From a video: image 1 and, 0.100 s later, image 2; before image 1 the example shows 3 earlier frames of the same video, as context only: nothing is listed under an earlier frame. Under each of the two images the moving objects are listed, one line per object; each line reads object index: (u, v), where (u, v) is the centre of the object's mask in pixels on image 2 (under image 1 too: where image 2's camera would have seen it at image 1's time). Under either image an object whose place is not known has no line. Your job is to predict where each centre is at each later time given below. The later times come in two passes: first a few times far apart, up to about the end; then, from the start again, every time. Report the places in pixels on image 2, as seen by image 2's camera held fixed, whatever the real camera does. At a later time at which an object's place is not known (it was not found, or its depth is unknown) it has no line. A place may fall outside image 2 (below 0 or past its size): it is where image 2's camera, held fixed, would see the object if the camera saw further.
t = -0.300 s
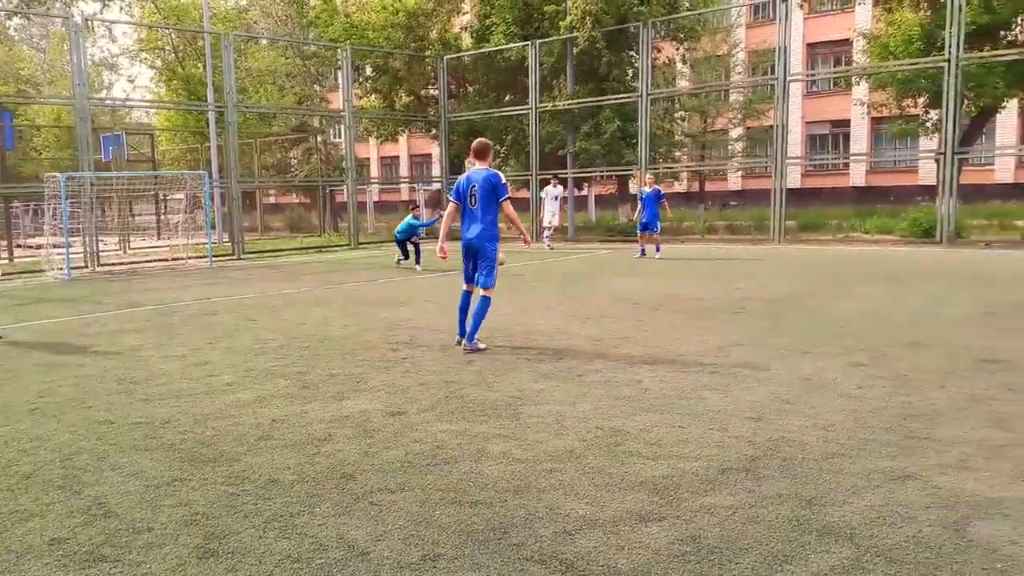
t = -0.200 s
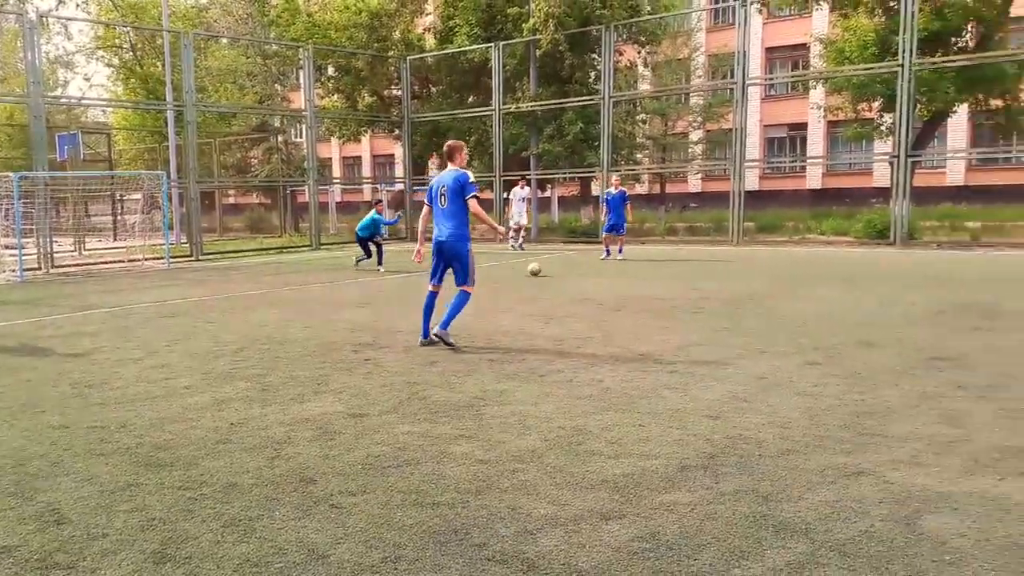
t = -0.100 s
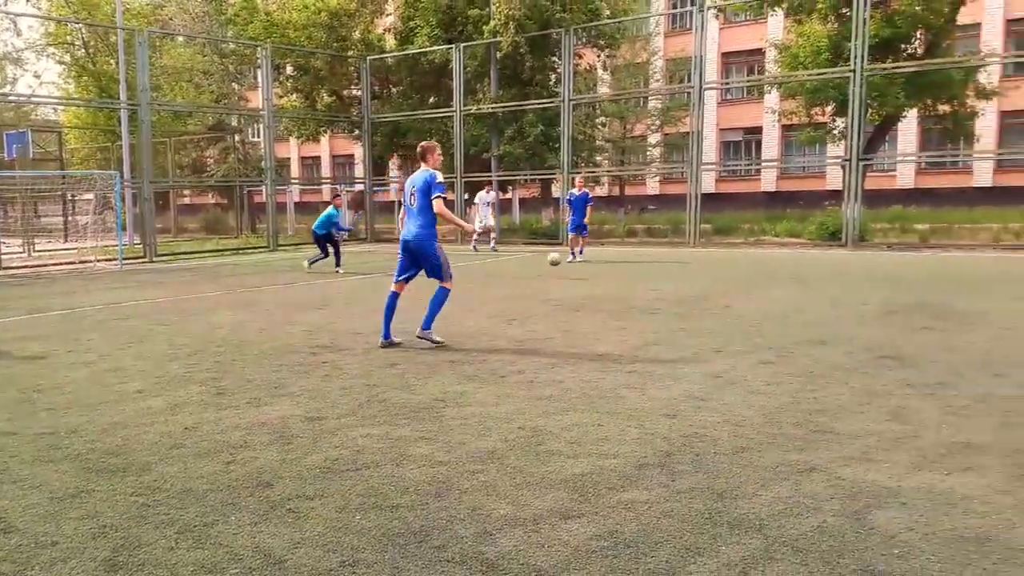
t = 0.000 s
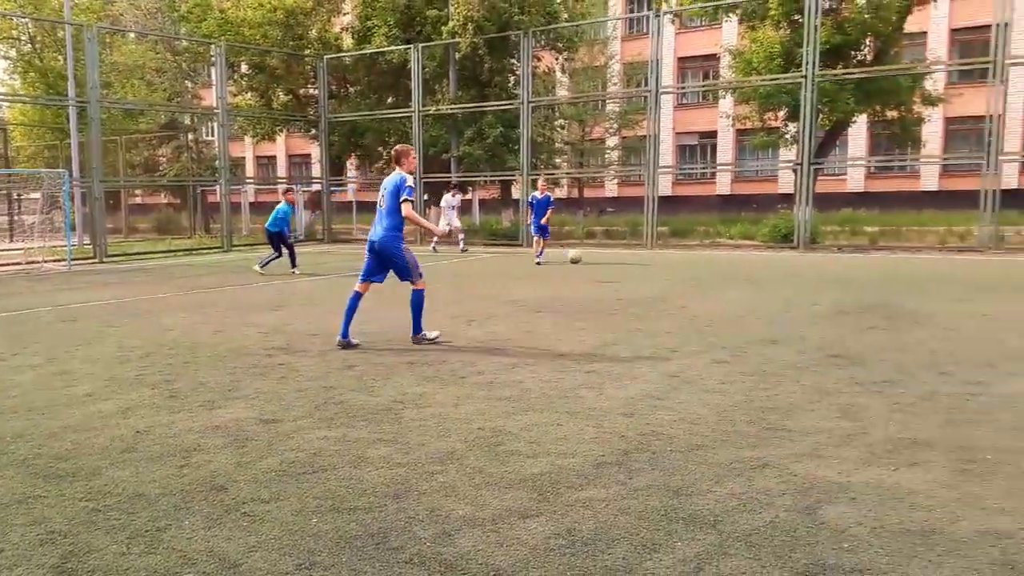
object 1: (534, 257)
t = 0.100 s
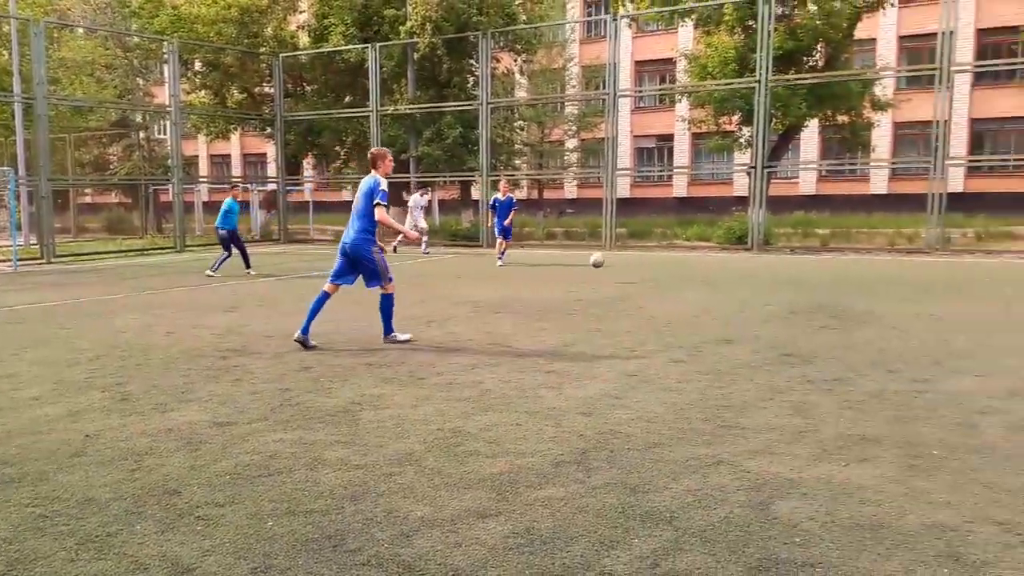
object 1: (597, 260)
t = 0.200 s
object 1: (661, 271)
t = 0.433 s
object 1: (804, 274)
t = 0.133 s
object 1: (618, 263)
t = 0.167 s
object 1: (639, 267)
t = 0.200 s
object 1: (661, 271)
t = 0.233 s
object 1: (682, 276)
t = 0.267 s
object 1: (701, 274)
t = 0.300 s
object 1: (719, 272)
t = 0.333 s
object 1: (740, 271)
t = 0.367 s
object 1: (761, 271)
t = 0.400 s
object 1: (782, 272)
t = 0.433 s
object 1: (804, 274)
